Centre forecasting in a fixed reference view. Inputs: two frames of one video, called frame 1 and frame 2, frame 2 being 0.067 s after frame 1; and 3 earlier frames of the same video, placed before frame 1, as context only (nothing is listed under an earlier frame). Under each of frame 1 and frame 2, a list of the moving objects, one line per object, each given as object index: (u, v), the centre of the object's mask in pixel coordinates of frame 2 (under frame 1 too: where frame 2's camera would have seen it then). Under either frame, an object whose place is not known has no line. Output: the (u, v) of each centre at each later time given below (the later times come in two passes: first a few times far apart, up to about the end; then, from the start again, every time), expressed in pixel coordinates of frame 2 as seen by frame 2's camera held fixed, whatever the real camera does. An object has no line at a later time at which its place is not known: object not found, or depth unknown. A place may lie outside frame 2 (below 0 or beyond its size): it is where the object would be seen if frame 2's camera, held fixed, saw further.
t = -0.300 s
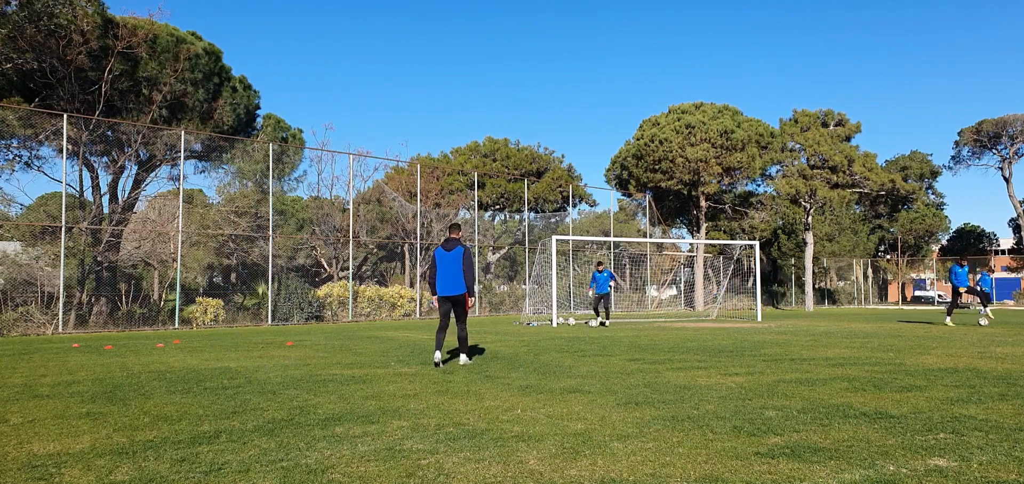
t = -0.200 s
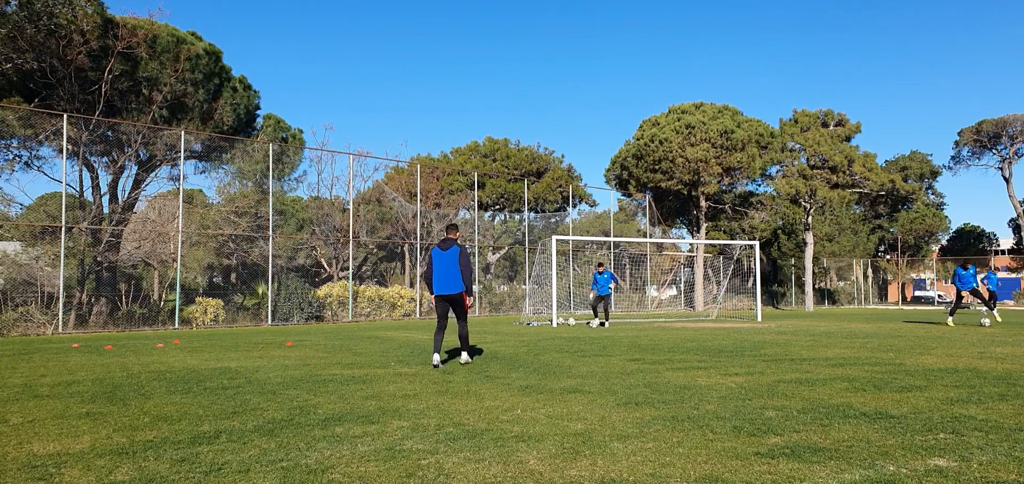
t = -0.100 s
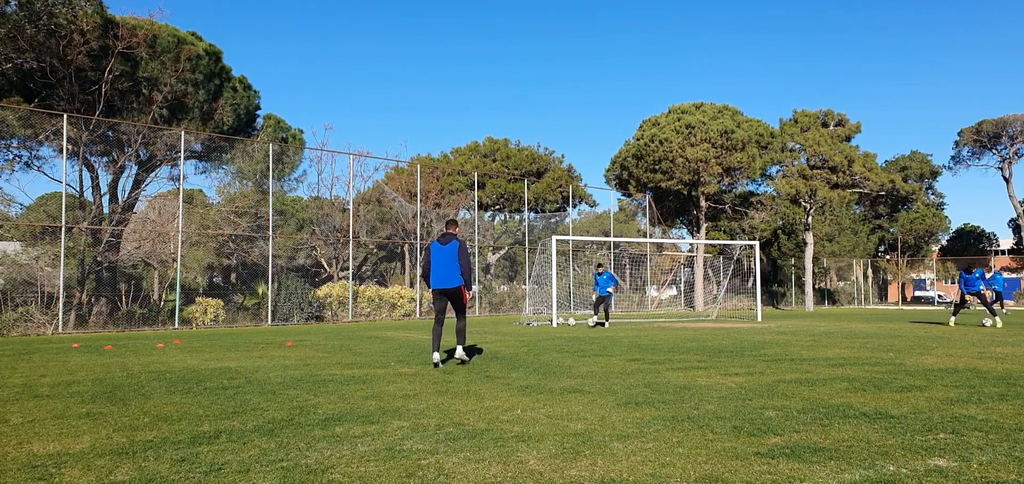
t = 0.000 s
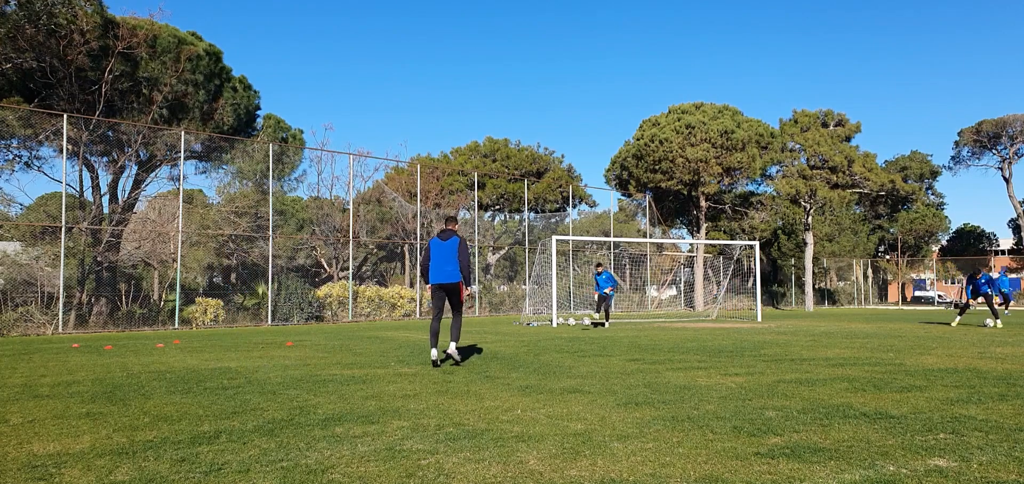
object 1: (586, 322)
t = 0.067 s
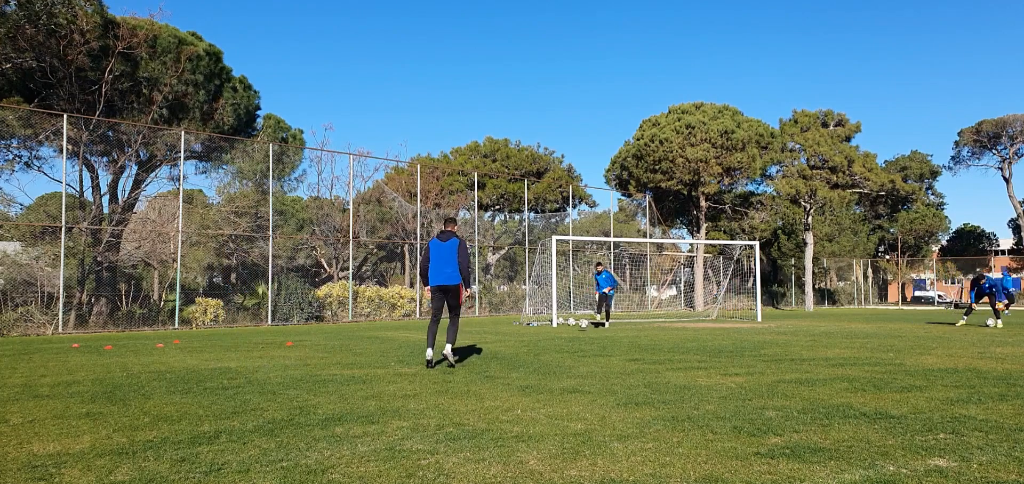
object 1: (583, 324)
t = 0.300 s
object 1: (572, 330)
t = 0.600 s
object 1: (557, 334)
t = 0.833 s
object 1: (544, 341)
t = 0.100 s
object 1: (582, 326)
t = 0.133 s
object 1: (580, 328)
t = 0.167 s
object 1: (578, 329)
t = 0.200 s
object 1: (577, 328)
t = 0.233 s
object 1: (575, 328)
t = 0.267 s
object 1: (574, 328)
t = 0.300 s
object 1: (572, 330)
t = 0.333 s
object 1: (571, 331)
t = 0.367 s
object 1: (569, 332)
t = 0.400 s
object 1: (567, 332)
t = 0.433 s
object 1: (566, 332)
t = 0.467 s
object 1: (564, 330)
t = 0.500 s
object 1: (562, 331)
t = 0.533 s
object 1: (561, 332)
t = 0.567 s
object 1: (559, 333)
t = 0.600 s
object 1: (557, 334)
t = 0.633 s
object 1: (556, 336)
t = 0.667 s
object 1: (553, 338)
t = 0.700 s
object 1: (552, 340)
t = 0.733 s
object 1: (550, 340)
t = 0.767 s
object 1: (548, 340)
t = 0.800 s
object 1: (546, 340)
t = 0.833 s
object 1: (544, 341)
